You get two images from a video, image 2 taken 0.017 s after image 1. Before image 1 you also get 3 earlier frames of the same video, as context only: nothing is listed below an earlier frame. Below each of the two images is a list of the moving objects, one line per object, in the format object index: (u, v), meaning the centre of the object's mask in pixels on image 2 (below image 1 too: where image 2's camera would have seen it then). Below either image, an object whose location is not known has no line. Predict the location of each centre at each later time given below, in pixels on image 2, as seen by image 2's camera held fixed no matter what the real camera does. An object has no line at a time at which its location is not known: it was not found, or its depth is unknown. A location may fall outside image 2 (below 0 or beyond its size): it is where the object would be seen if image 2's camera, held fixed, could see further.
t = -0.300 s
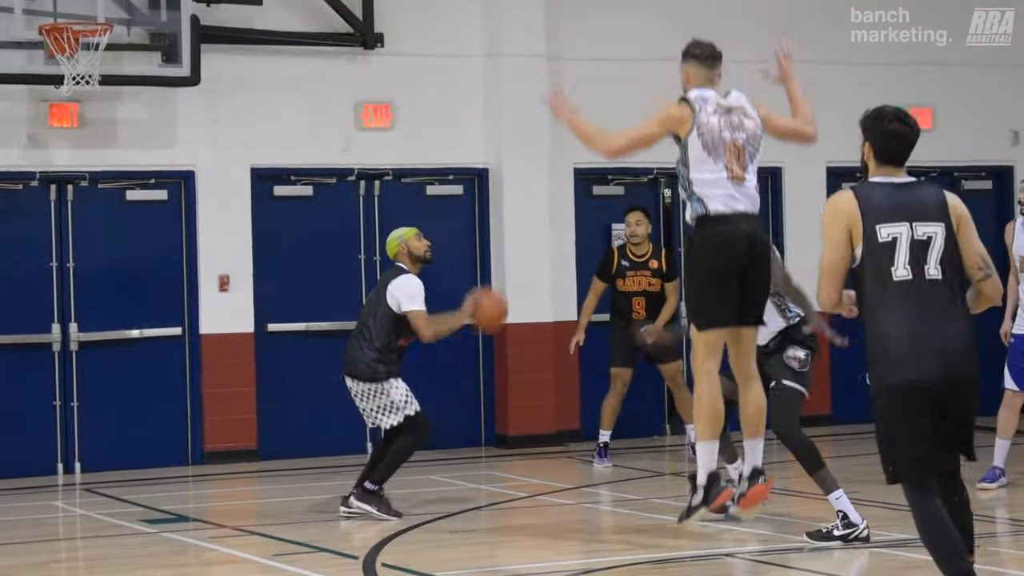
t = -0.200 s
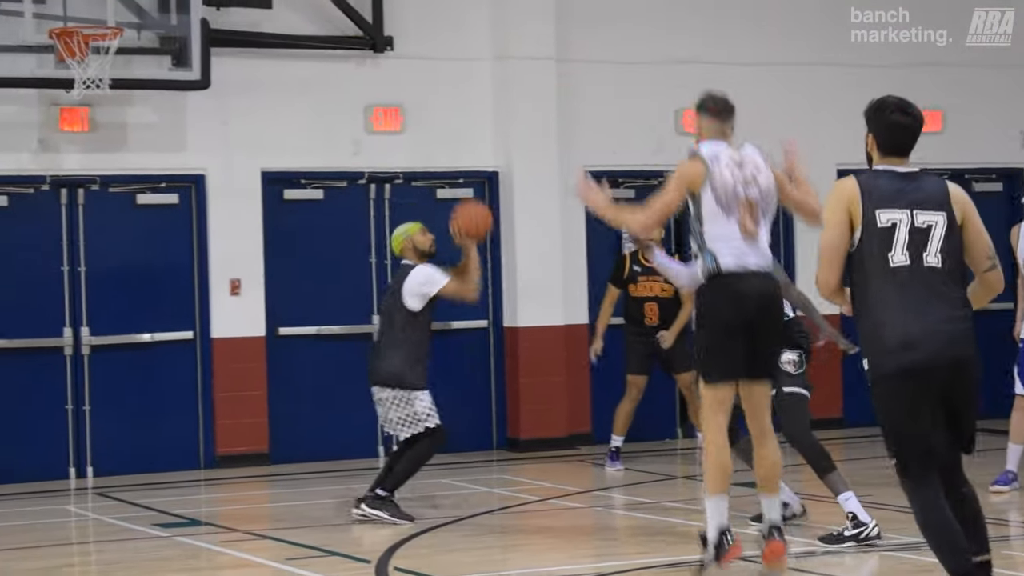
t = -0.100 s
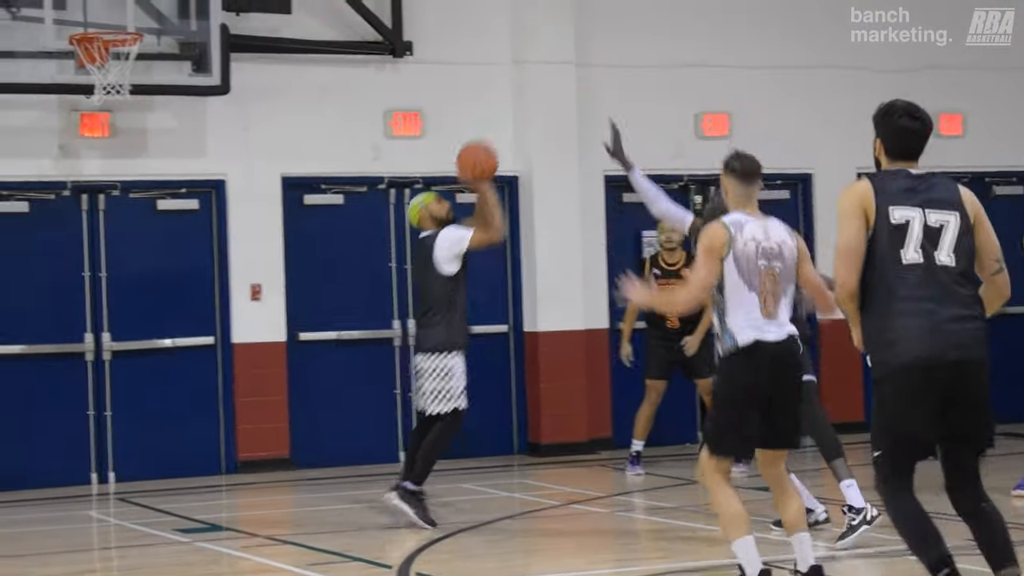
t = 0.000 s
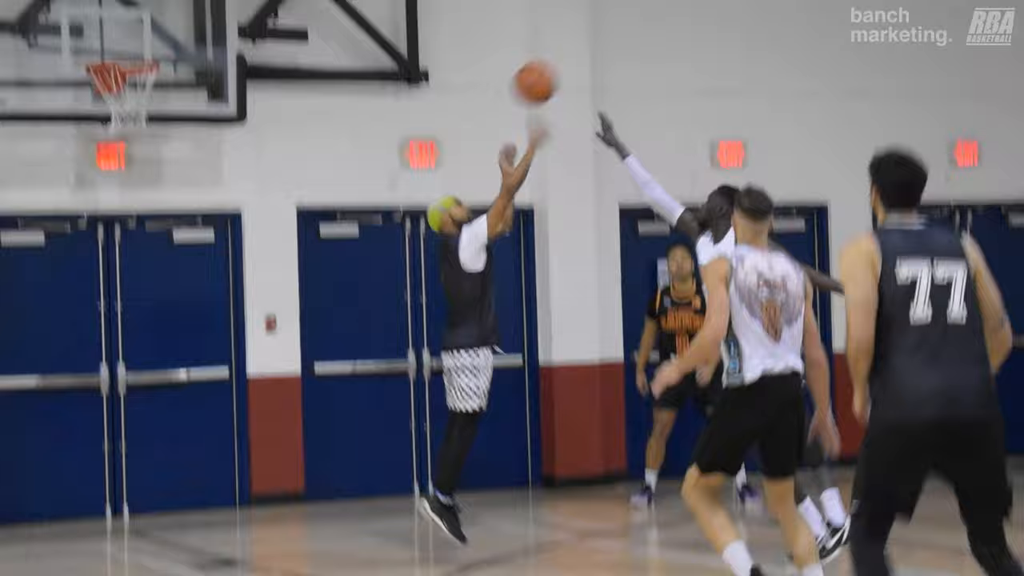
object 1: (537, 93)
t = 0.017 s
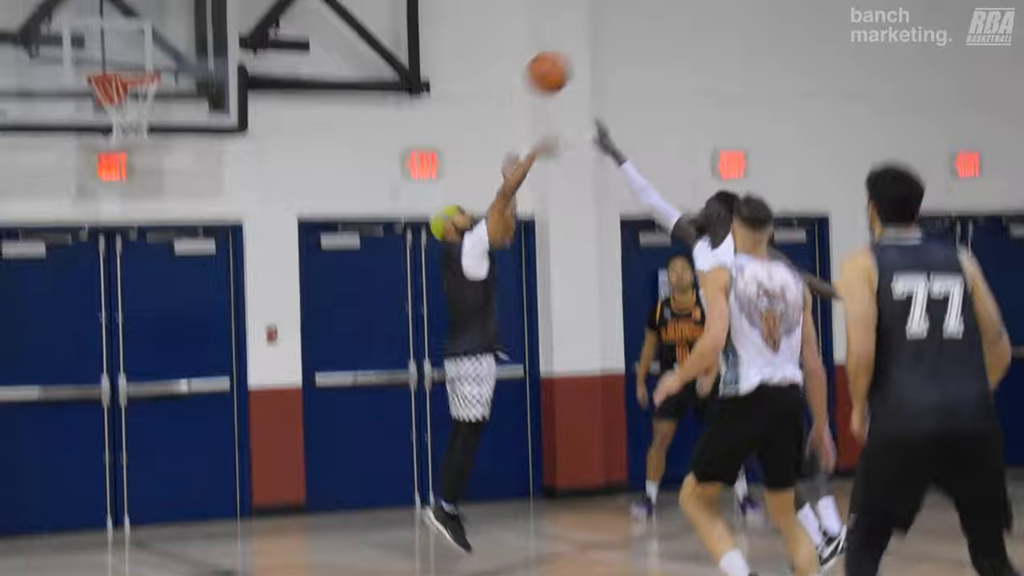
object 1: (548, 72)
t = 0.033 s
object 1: (561, 48)
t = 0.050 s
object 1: (573, 25)
